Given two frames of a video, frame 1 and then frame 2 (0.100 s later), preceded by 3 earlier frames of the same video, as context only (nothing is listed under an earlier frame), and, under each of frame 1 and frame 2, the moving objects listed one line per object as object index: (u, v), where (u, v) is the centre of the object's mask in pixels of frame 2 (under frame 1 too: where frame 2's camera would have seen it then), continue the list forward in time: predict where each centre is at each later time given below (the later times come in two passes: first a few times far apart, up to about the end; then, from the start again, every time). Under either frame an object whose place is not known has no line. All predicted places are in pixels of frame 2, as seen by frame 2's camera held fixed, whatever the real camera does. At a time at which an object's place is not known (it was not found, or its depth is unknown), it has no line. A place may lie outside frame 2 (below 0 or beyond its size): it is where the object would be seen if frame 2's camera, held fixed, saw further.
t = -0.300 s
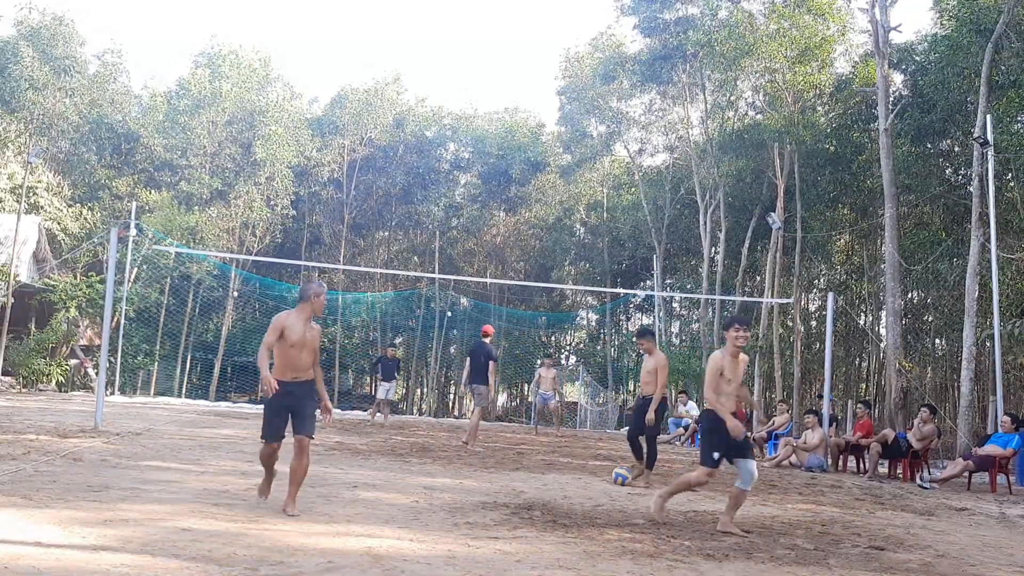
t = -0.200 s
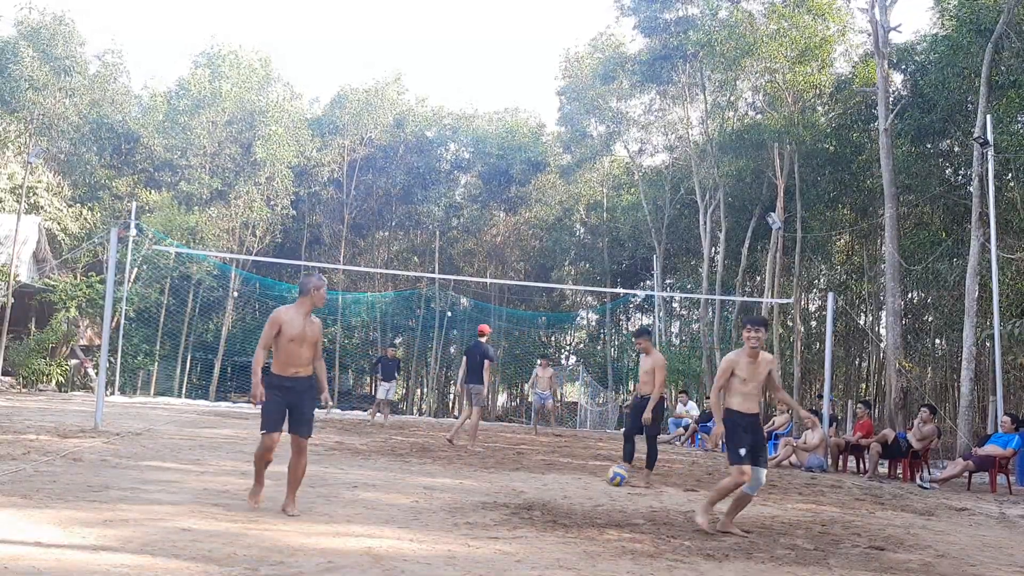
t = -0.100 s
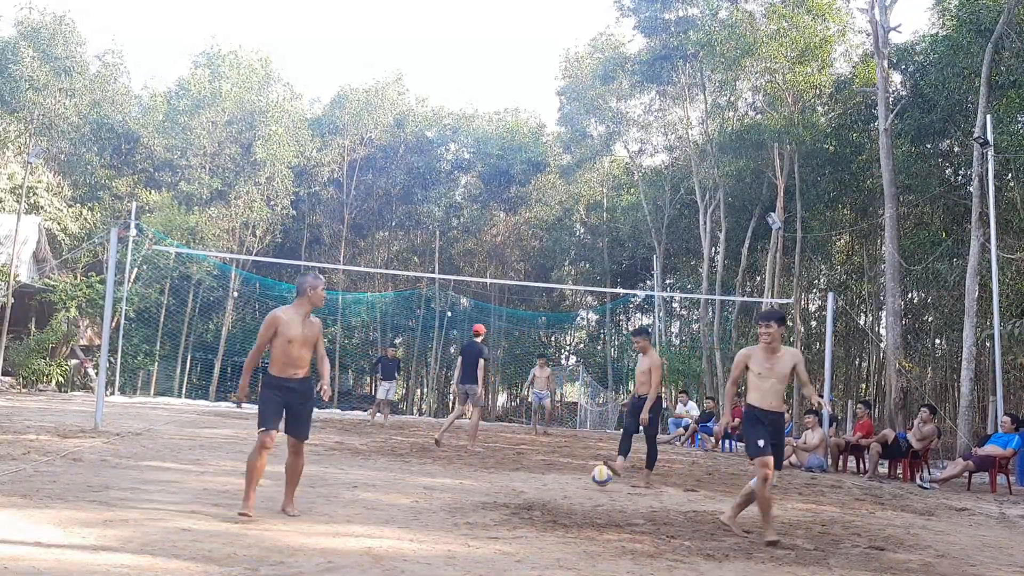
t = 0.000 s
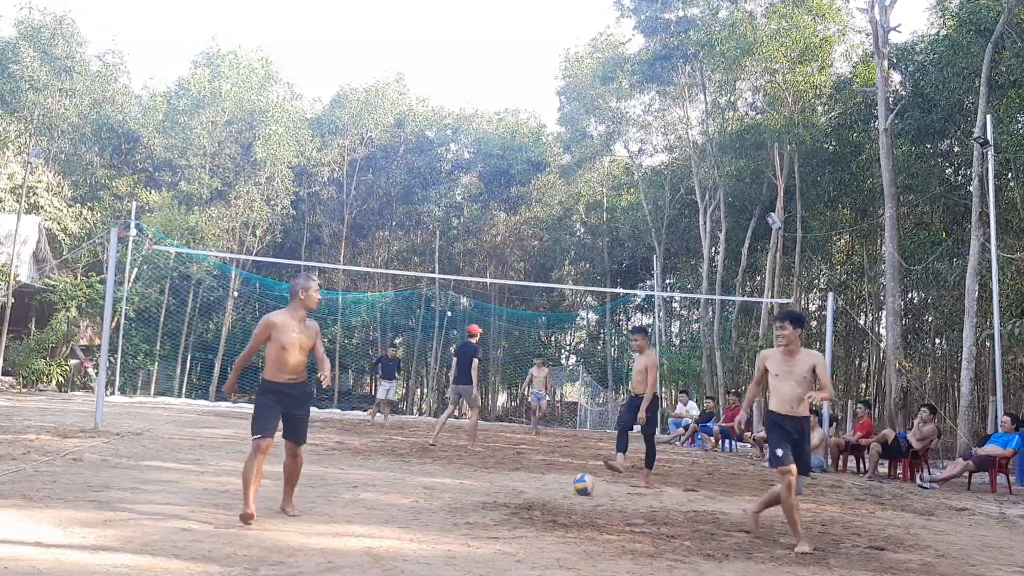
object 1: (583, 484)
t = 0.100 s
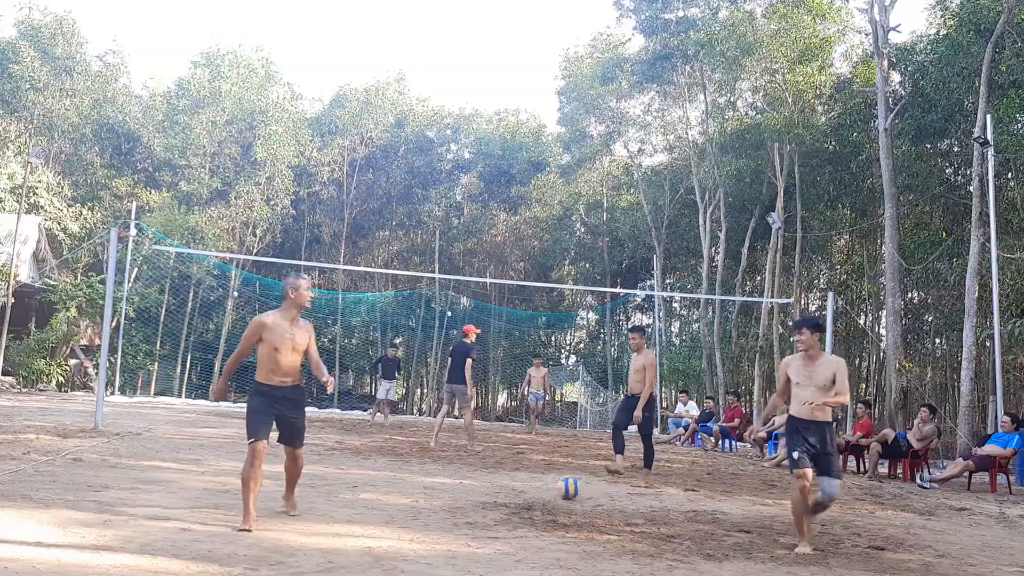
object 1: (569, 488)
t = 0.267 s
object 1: (546, 494)
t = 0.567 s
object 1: (512, 504)
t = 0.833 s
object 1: (482, 516)
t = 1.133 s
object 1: (443, 530)
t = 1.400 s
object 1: (402, 539)
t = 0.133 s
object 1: (564, 490)
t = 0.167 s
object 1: (559, 491)
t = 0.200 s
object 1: (554, 492)
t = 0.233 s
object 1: (550, 494)
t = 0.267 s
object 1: (546, 494)
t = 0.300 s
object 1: (542, 495)
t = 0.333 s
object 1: (539, 496)
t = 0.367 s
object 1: (535, 497)
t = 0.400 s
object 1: (531, 499)
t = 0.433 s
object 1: (526, 500)
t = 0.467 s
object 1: (523, 500)
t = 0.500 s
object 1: (519, 502)
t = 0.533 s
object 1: (516, 505)
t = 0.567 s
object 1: (512, 504)
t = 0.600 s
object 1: (509, 504)
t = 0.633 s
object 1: (506, 505)
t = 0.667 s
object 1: (502, 507)
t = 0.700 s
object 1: (498, 512)
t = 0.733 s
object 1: (494, 511)
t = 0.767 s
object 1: (491, 511)
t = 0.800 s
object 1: (486, 514)
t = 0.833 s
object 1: (482, 516)
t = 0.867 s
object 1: (478, 517)
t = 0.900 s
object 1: (474, 518)
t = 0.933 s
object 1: (470, 520)
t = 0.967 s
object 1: (465, 522)
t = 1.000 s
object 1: (461, 523)
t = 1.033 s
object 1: (457, 525)
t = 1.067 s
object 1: (452, 526)
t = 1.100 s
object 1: (448, 528)
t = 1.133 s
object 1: (443, 530)
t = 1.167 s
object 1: (438, 531)
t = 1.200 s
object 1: (433, 530)
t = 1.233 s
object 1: (428, 532)
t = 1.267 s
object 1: (423, 536)
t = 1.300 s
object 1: (418, 537)
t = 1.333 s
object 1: (413, 536)
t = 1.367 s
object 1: (407, 536)
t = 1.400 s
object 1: (402, 539)
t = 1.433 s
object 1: (396, 544)
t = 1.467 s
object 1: (390, 544)
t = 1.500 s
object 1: (384, 544)
